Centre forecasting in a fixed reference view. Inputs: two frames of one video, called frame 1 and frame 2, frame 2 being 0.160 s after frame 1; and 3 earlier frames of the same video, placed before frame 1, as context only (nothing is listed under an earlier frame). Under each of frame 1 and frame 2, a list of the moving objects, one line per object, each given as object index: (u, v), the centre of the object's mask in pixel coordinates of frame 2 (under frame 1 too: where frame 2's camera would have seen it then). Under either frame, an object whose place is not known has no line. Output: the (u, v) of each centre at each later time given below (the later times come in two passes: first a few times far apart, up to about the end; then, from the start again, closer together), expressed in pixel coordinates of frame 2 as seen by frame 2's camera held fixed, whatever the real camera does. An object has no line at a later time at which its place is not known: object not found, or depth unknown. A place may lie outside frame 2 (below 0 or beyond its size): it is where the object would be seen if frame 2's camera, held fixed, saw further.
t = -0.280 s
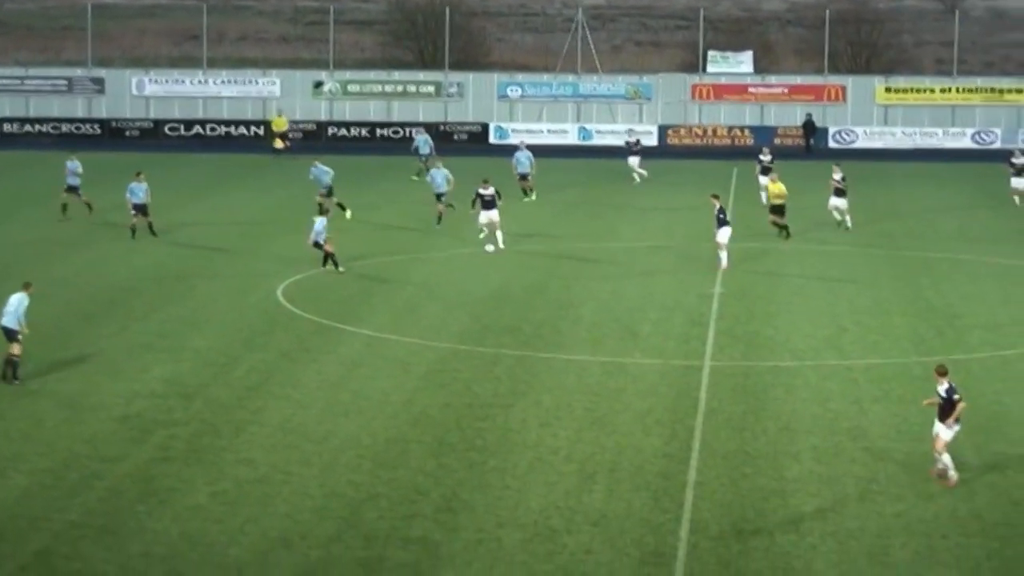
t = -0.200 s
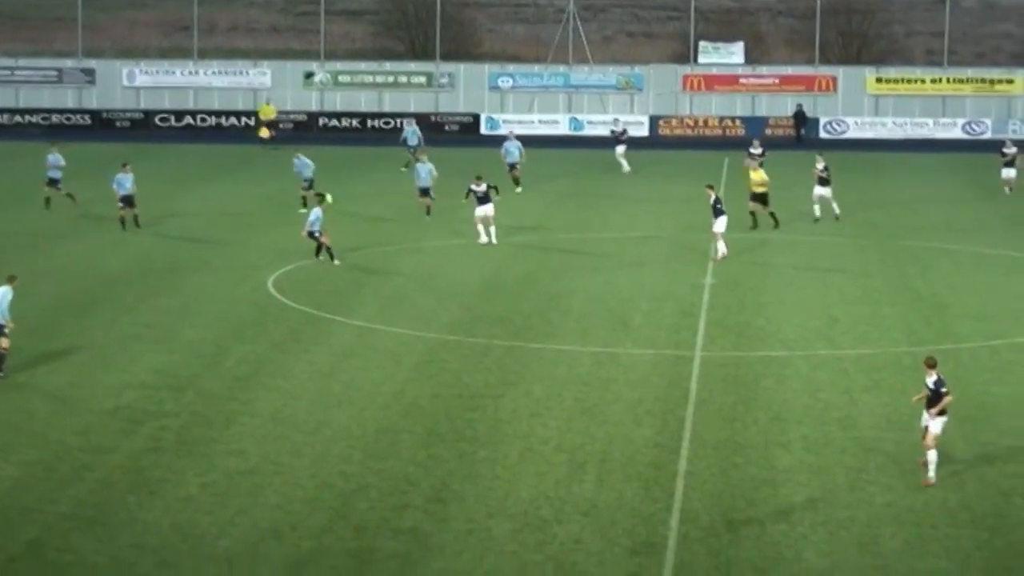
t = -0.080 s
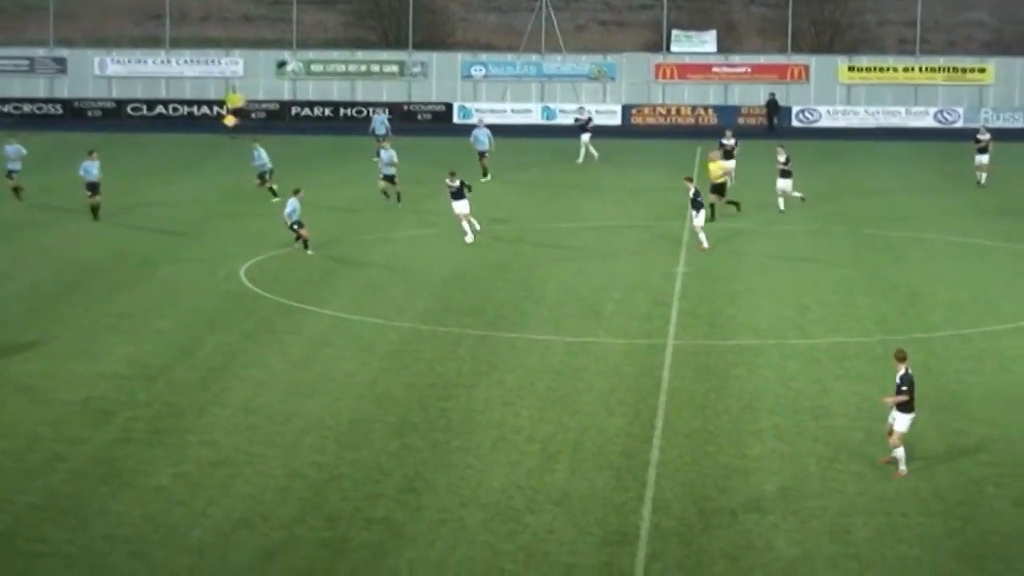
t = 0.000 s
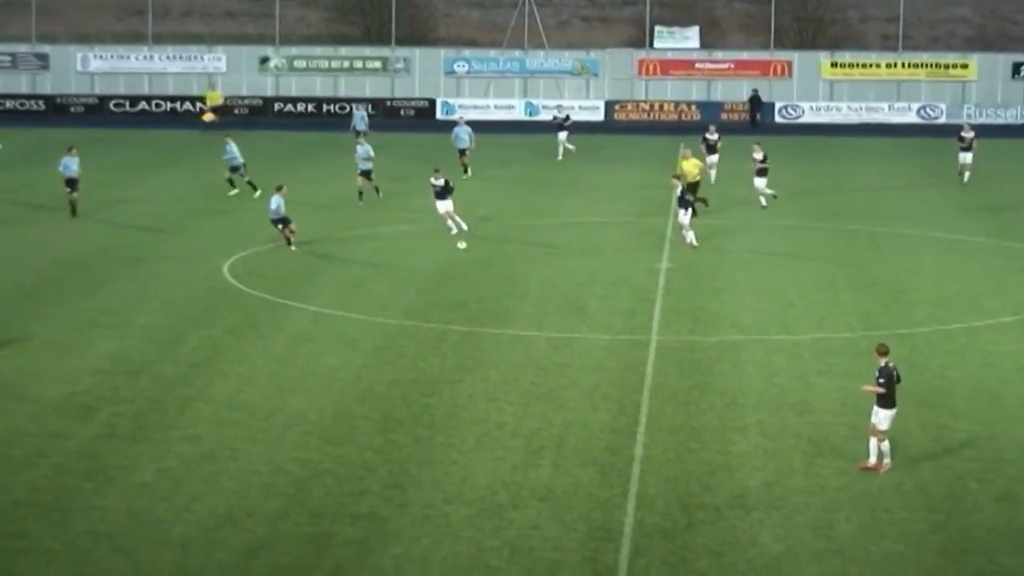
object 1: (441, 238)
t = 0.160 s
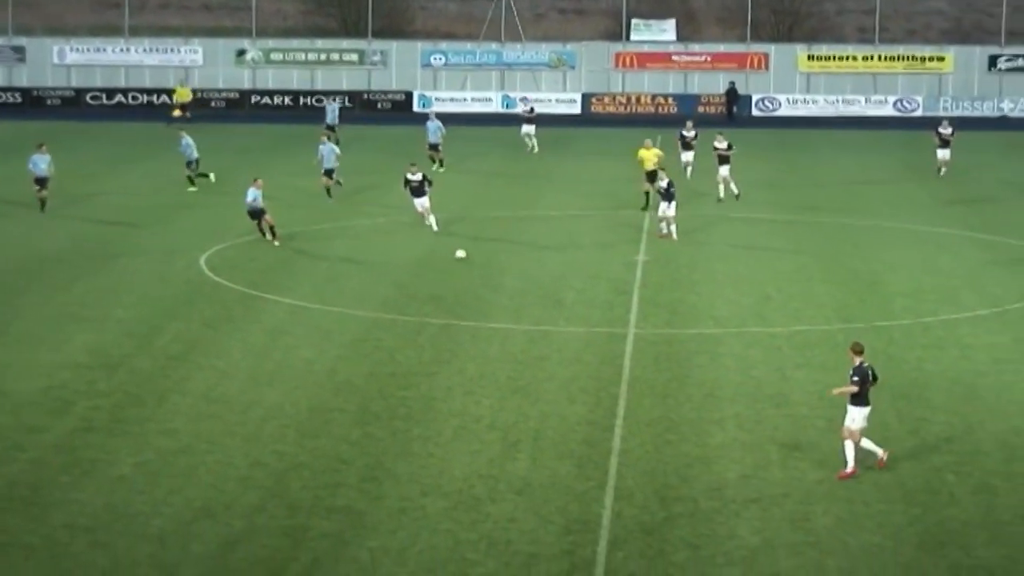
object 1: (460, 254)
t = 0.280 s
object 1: (479, 270)
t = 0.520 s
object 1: (519, 302)
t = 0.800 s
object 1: (577, 340)
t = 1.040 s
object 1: (632, 377)
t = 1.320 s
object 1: (701, 419)
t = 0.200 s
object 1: (466, 259)
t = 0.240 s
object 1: (473, 265)
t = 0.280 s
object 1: (479, 270)
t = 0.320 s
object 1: (485, 275)
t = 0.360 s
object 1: (490, 278)
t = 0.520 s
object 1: (519, 302)
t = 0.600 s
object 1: (535, 311)
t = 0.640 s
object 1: (543, 317)
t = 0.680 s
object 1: (551, 324)
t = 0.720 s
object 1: (560, 330)
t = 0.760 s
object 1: (569, 335)
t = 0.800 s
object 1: (577, 340)
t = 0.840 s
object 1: (586, 346)
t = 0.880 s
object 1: (595, 353)
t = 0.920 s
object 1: (605, 359)
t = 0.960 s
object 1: (614, 364)
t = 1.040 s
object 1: (632, 377)
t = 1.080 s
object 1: (642, 383)
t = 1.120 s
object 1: (651, 388)
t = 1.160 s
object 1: (661, 394)
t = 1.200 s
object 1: (671, 401)
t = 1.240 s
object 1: (681, 407)
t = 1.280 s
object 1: (691, 412)
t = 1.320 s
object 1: (701, 419)
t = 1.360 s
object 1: (712, 426)
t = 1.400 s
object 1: (721, 432)
